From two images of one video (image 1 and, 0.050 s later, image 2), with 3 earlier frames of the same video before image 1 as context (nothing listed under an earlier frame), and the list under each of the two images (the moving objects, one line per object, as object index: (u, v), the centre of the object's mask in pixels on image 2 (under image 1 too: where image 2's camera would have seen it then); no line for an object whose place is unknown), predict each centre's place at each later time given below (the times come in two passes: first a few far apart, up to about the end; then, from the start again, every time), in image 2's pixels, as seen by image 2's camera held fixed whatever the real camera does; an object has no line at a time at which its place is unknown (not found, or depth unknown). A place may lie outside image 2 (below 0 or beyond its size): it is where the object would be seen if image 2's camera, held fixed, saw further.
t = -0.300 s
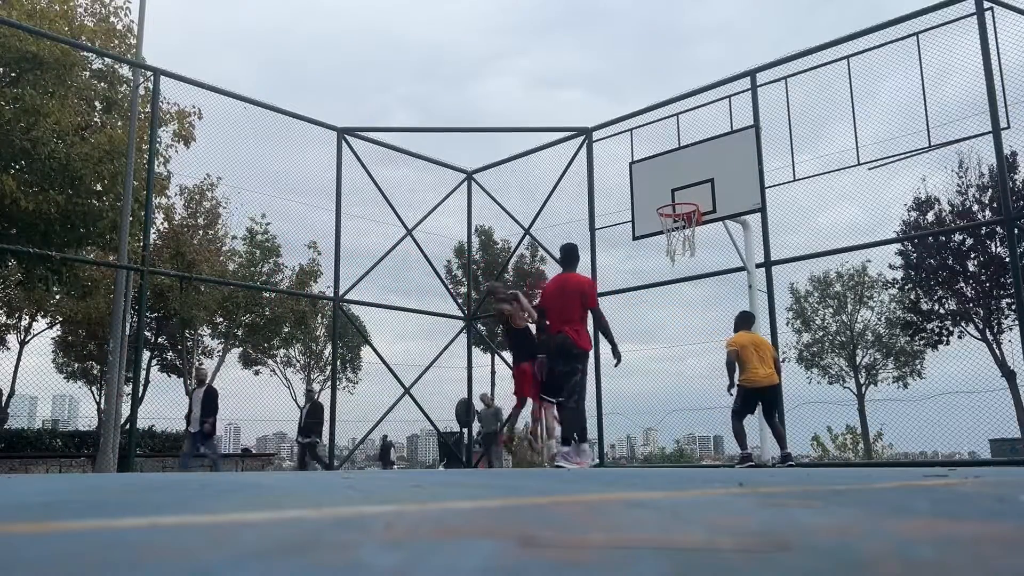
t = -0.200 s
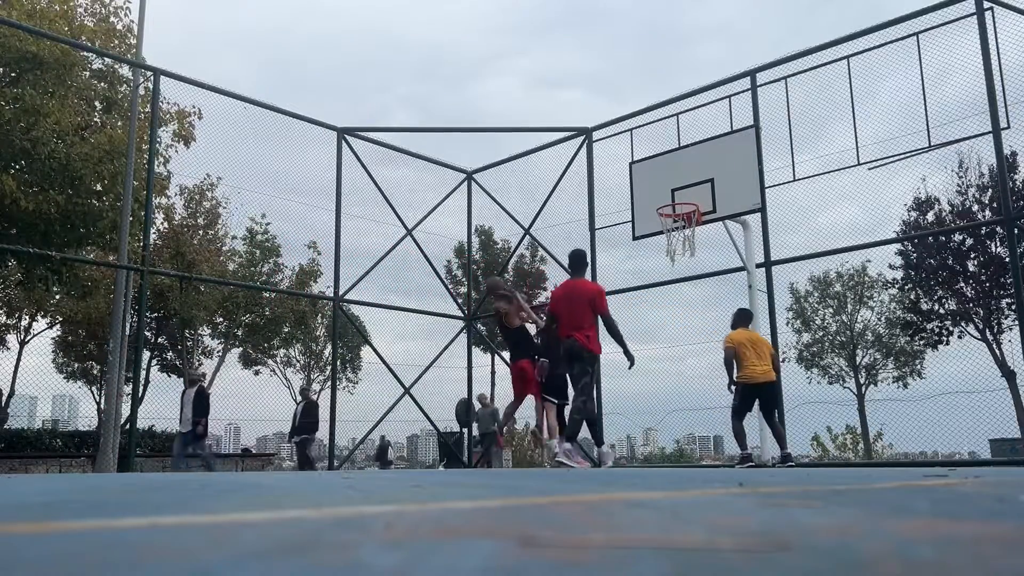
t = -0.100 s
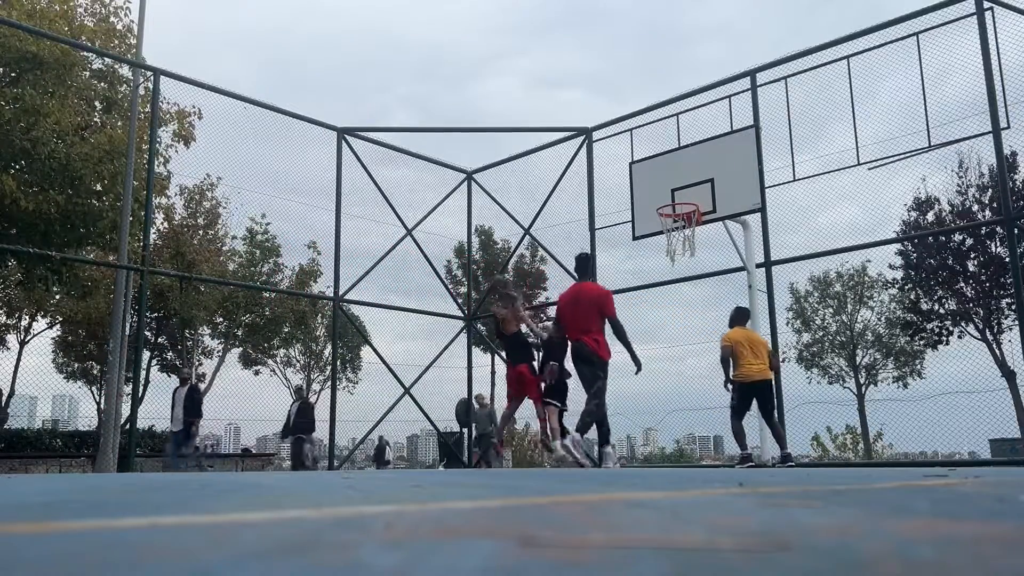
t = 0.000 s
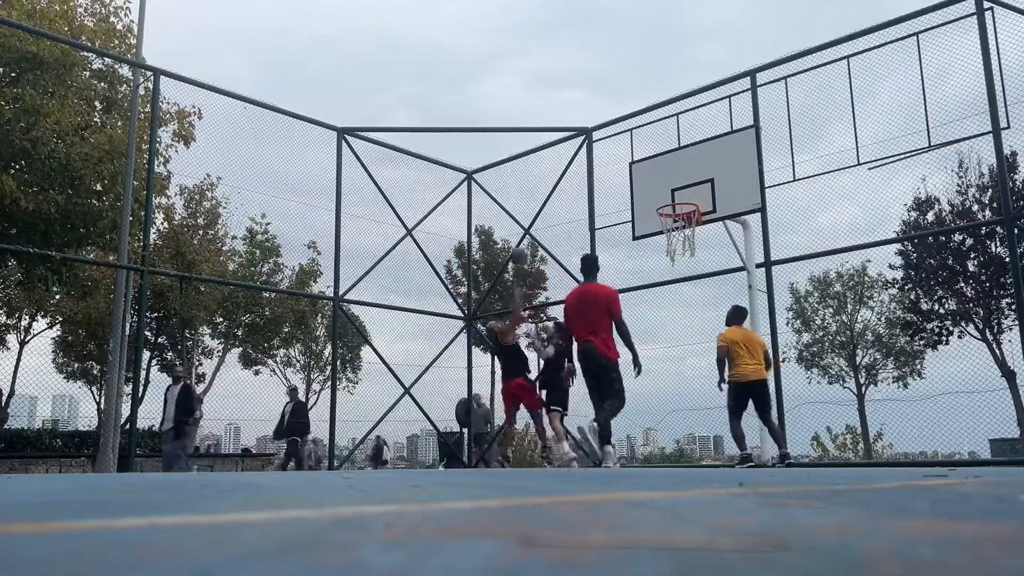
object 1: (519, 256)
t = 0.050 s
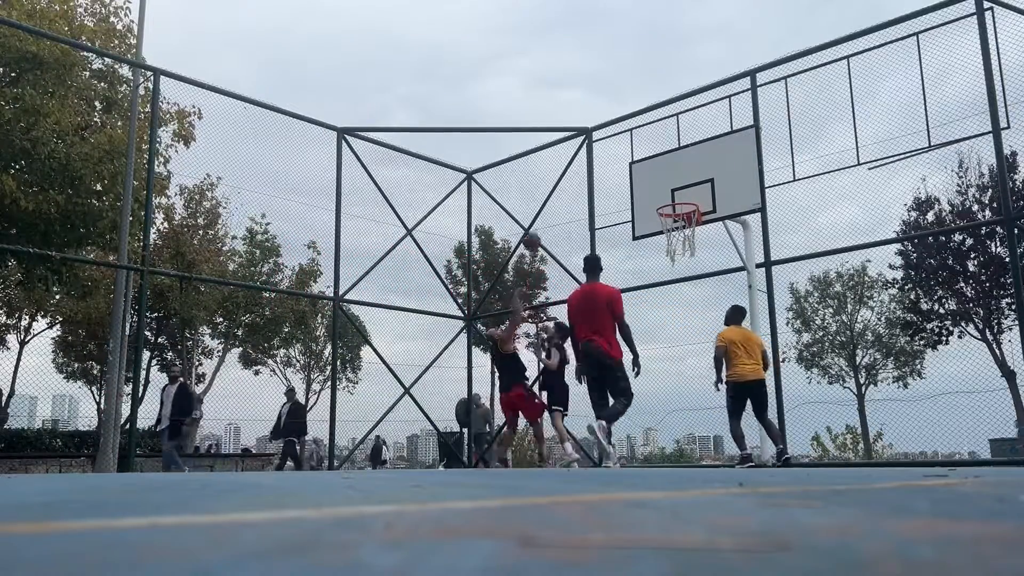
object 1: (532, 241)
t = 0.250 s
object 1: (582, 204)
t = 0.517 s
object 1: (657, 196)
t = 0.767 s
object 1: (674, 189)
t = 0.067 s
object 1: (536, 238)
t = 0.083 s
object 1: (541, 233)
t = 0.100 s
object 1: (545, 228)
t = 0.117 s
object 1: (549, 225)
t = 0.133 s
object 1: (553, 222)
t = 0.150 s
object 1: (558, 219)
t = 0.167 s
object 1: (562, 215)
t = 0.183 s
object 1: (567, 212)
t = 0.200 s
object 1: (571, 209)
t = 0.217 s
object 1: (575, 207)
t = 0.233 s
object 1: (580, 205)
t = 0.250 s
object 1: (582, 204)
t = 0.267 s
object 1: (588, 201)
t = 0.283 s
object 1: (593, 199)
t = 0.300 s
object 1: (598, 197)
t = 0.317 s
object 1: (600, 196)
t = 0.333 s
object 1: (606, 195)
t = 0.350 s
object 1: (611, 194)
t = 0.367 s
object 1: (616, 193)
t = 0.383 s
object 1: (620, 193)
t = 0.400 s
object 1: (624, 192)
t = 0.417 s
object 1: (629, 192)
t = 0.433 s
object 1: (634, 192)
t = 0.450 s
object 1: (639, 193)
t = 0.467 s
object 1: (643, 193)
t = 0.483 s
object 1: (647, 194)
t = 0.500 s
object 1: (652, 195)
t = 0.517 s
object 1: (657, 196)
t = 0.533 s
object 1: (662, 197)
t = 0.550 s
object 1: (665, 197)
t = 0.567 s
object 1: (669, 198)
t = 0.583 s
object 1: (673, 198)
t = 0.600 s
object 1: (675, 198)
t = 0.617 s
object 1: (676, 199)
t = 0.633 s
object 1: (676, 199)
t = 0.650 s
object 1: (676, 198)
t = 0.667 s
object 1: (676, 196)
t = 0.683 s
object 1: (676, 196)
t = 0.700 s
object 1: (676, 194)
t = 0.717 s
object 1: (675, 193)
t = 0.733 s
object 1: (675, 191)
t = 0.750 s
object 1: (675, 190)
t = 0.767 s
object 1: (674, 189)
